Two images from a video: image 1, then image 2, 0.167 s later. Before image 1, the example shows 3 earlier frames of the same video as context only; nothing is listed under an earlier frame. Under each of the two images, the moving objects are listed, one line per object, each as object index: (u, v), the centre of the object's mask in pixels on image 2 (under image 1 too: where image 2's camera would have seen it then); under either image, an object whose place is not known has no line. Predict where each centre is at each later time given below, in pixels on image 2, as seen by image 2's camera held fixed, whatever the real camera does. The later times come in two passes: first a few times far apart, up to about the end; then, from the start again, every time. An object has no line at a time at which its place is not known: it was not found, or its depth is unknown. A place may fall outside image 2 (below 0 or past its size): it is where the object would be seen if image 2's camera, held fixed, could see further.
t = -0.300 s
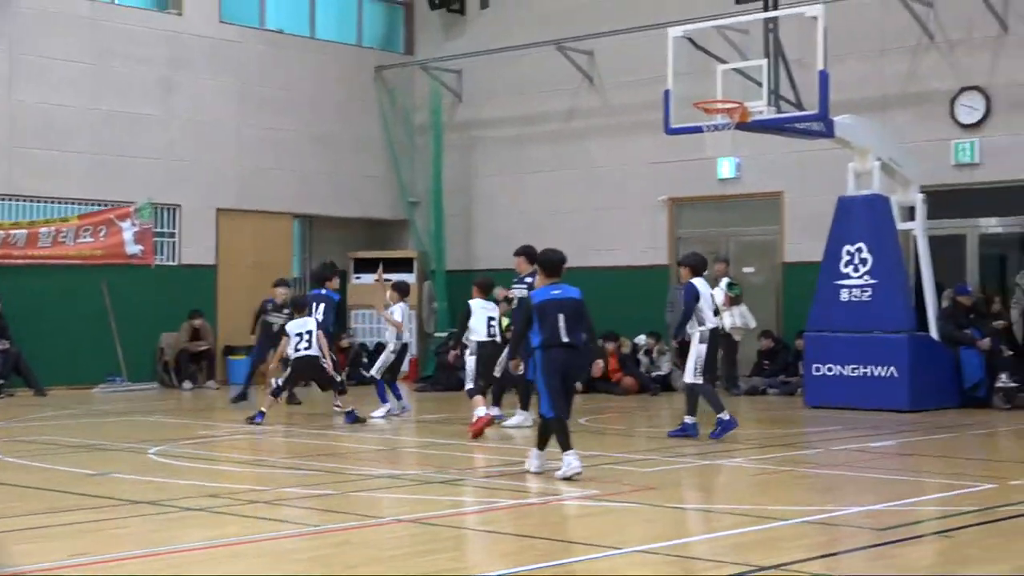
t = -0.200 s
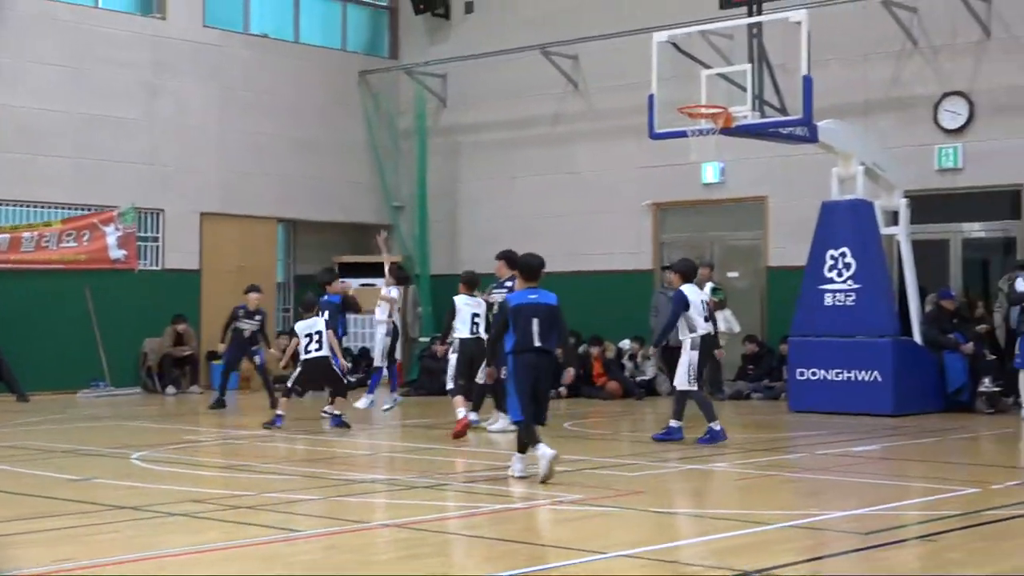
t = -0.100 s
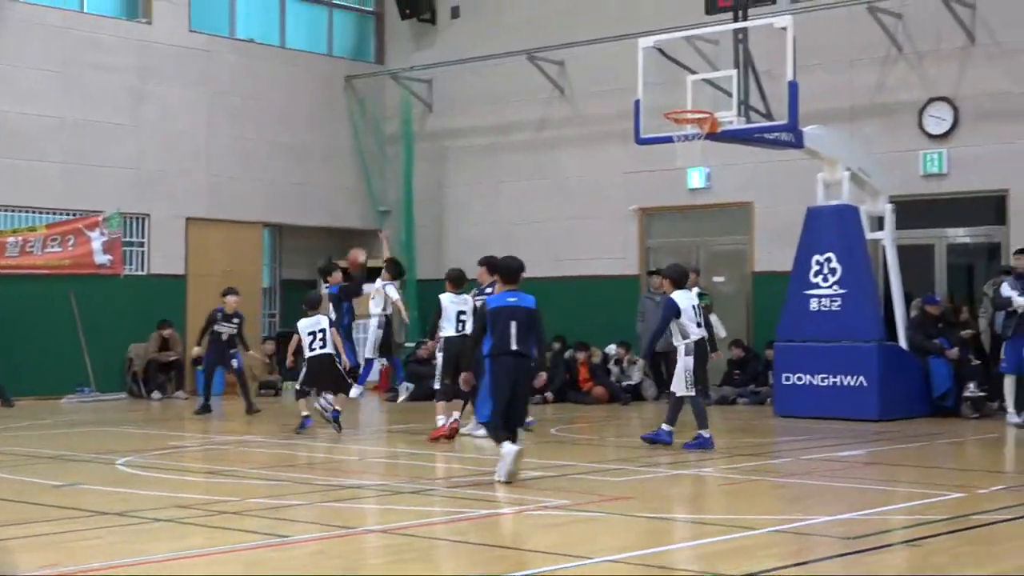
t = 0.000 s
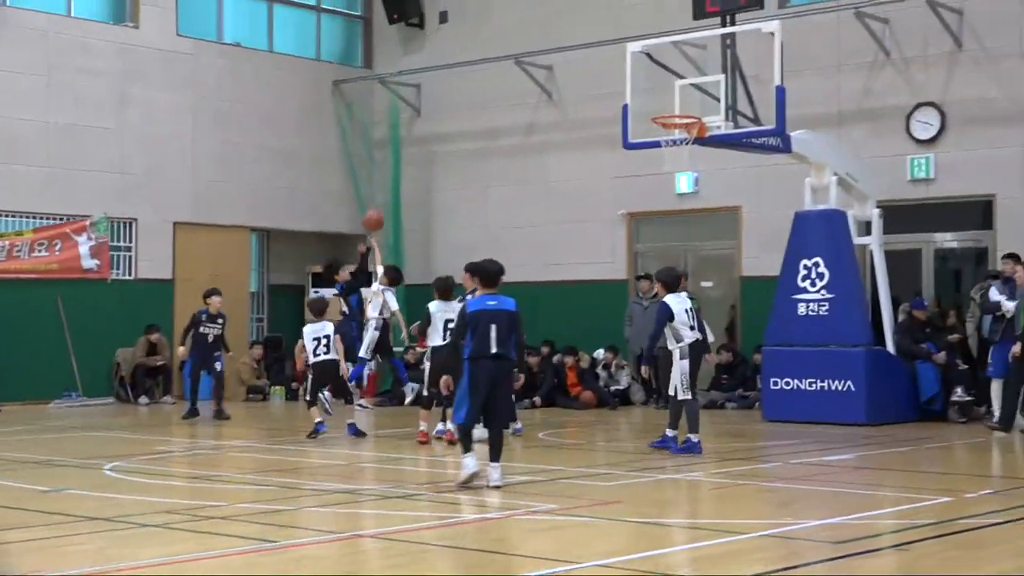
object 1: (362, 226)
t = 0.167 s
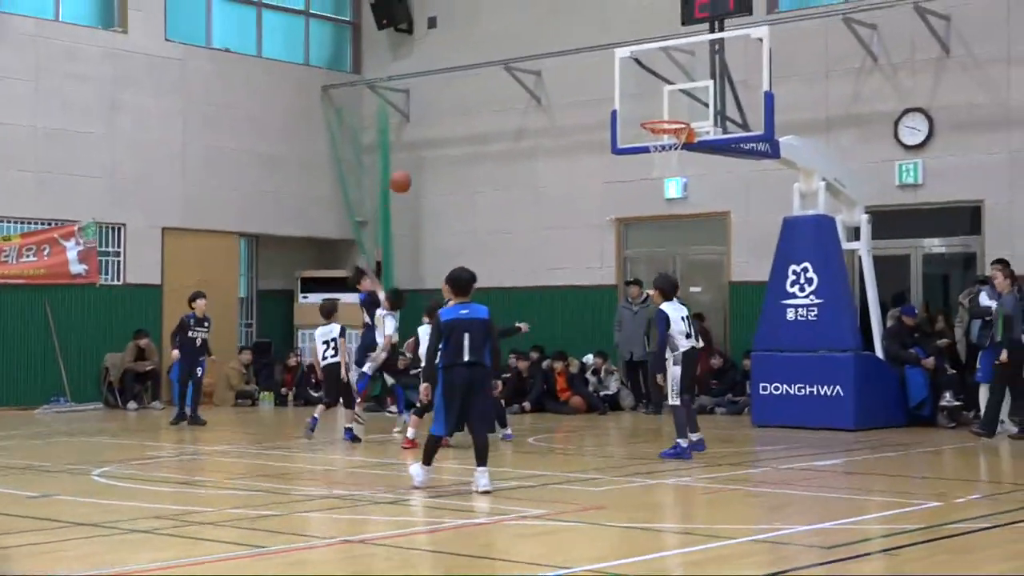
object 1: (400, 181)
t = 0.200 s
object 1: (408, 176)
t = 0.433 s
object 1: (462, 165)
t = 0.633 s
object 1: (510, 198)
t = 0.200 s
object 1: (408, 176)
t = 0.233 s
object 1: (415, 171)
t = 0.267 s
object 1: (423, 168)
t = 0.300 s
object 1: (431, 165)
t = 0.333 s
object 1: (438, 164)
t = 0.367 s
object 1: (446, 163)
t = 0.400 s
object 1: (454, 164)
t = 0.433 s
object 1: (462, 165)
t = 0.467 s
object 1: (470, 168)
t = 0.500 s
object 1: (478, 172)
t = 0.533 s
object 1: (486, 176)
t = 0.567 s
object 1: (493, 182)
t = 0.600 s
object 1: (502, 190)
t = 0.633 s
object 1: (510, 198)
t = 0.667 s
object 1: (517, 207)
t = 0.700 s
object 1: (526, 218)
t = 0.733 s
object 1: (534, 229)
